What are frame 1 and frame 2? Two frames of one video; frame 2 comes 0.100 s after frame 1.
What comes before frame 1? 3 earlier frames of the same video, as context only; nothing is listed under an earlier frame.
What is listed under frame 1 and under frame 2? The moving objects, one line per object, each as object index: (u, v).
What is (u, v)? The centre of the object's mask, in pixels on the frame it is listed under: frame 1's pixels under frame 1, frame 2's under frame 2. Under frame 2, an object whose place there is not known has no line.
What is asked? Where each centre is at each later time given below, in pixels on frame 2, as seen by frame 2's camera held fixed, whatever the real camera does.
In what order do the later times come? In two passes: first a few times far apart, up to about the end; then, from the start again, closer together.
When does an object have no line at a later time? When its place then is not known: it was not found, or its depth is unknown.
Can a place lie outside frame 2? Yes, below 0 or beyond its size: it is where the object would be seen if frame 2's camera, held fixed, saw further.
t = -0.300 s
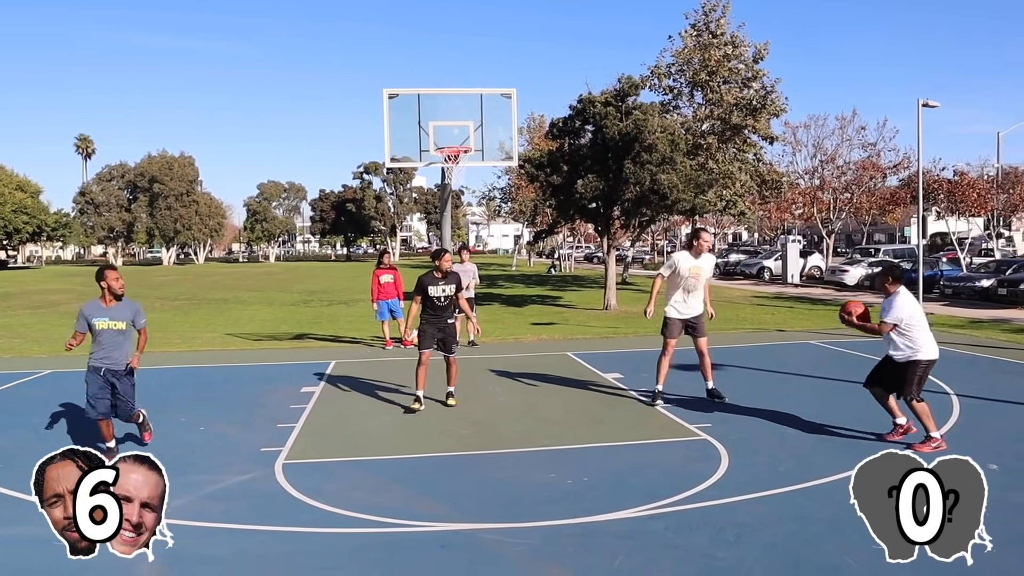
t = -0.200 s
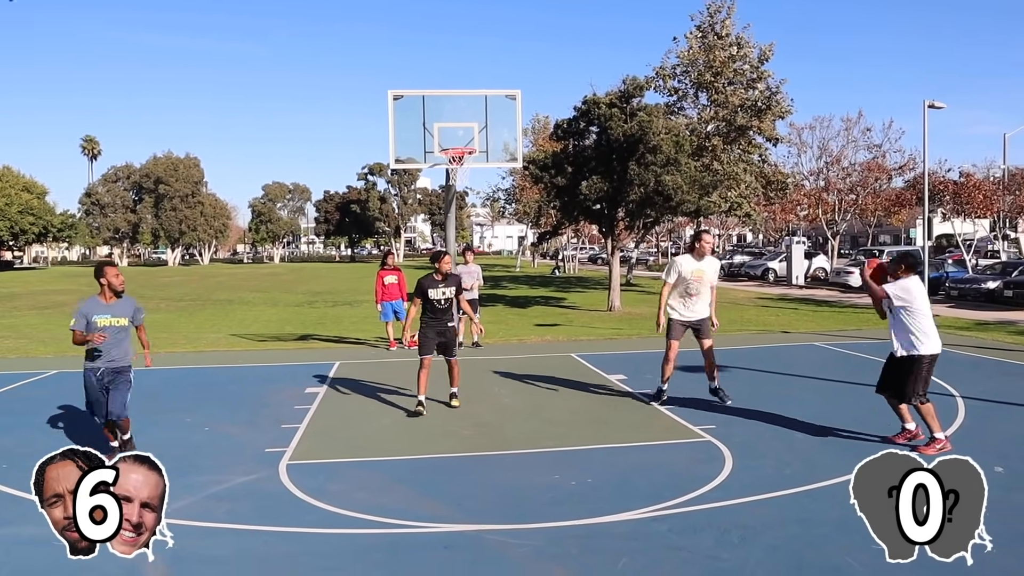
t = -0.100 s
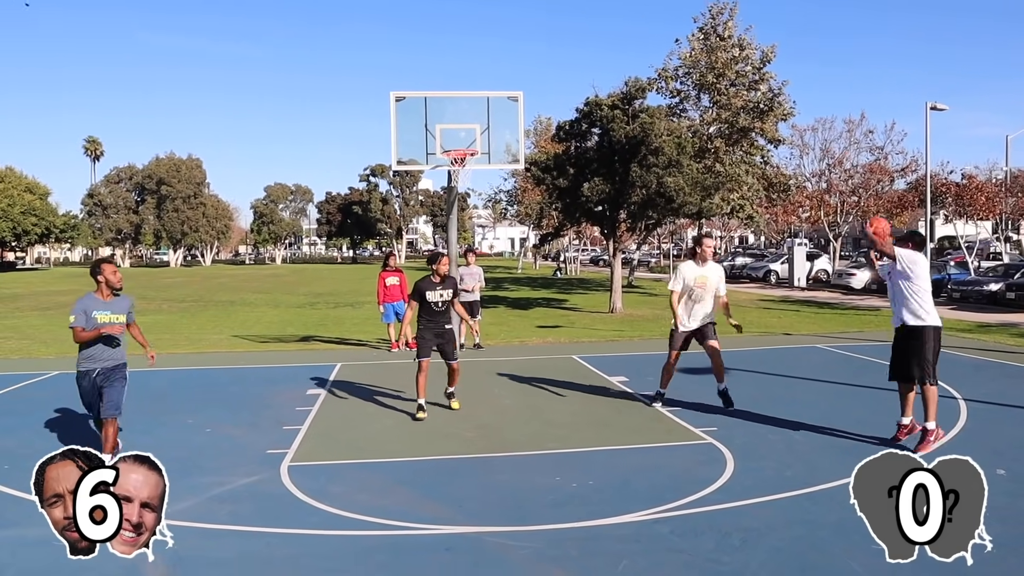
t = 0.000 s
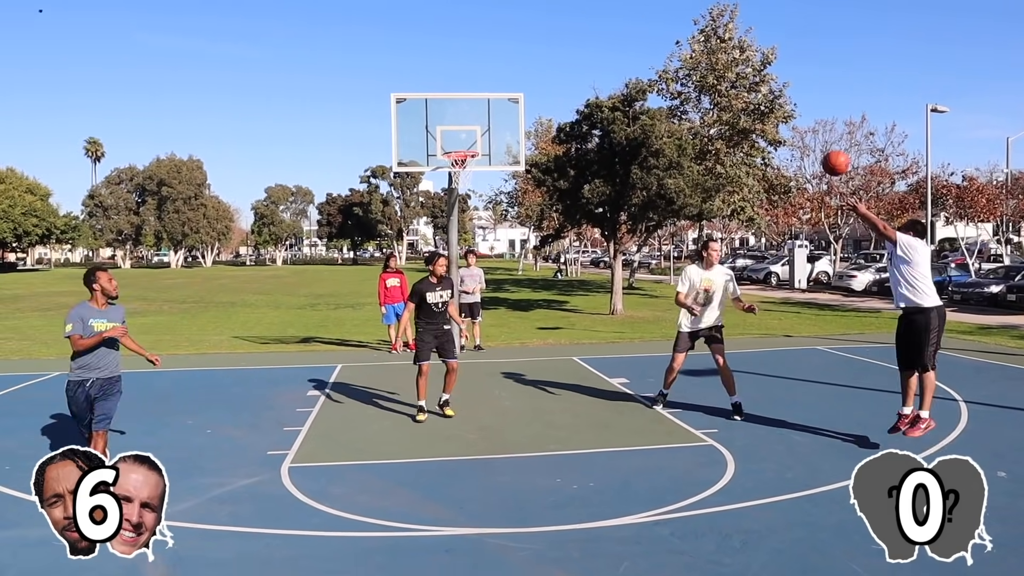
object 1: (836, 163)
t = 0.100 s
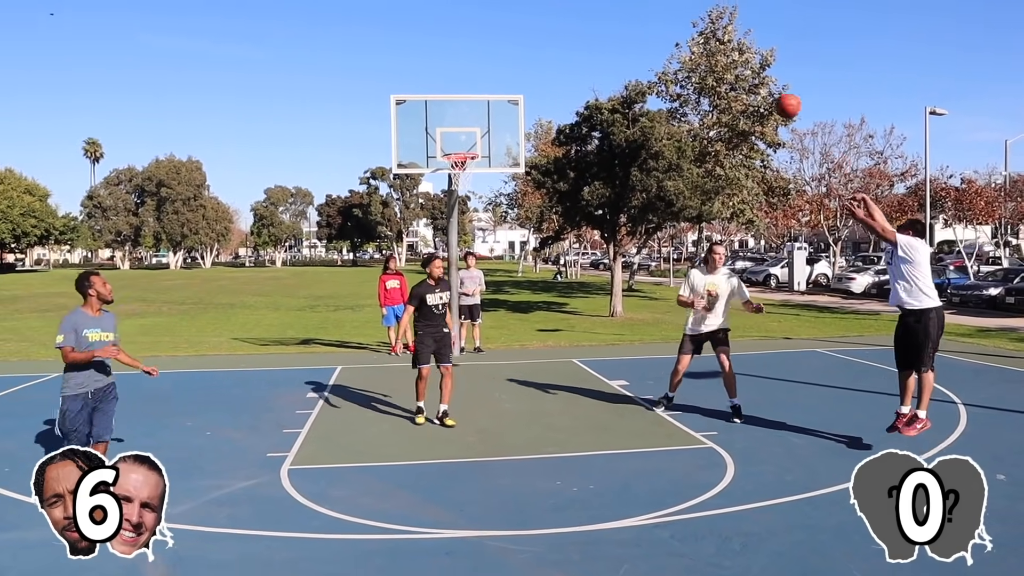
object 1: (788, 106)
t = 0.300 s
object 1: (705, 28)
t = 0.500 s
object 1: (635, -2)
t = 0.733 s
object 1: (568, 10)
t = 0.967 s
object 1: (511, 61)
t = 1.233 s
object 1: (464, 145)
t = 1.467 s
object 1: (449, 218)
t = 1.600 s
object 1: (442, 276)
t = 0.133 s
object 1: (773, 89)
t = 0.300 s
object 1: (705, 28)
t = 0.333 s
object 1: (693, 21)
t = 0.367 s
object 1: (681, 14)
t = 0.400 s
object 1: (668, 8)
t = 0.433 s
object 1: (657, 4)
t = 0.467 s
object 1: (646, 1)
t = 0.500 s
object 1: (635, -2)
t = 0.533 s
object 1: (625, -3)
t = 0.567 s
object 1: (614, -3)
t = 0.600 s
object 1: (605, -3)
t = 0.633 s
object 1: (595, -1)
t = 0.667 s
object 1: (586, 2)
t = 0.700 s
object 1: (576, 5)
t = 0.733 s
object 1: (568, 10)
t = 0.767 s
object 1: (559, 15)
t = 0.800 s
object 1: (550, 21)
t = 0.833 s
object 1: (542, 27)
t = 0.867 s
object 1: (534, 34)
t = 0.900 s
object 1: (526, 42)
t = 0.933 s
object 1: (519, 51)
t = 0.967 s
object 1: (511, 61)
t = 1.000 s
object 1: (504, 71)
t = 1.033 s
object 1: (497, 81)
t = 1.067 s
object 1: (490, 93)
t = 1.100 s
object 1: (484, 105)
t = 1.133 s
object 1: (477, 117)
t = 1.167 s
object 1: (471, 129)
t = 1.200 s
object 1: (467, 138)
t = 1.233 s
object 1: (464, 145)
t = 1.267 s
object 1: (462, 155)
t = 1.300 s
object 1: (459, 164)
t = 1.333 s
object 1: (455, 176)
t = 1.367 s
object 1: (453, 184)
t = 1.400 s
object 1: (452, 195)
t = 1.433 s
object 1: (450, 205)
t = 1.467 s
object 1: (449, 218)
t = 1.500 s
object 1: (447, 230)
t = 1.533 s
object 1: (445, 244)
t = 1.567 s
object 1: (443, 260)
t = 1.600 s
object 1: (442, 276)
